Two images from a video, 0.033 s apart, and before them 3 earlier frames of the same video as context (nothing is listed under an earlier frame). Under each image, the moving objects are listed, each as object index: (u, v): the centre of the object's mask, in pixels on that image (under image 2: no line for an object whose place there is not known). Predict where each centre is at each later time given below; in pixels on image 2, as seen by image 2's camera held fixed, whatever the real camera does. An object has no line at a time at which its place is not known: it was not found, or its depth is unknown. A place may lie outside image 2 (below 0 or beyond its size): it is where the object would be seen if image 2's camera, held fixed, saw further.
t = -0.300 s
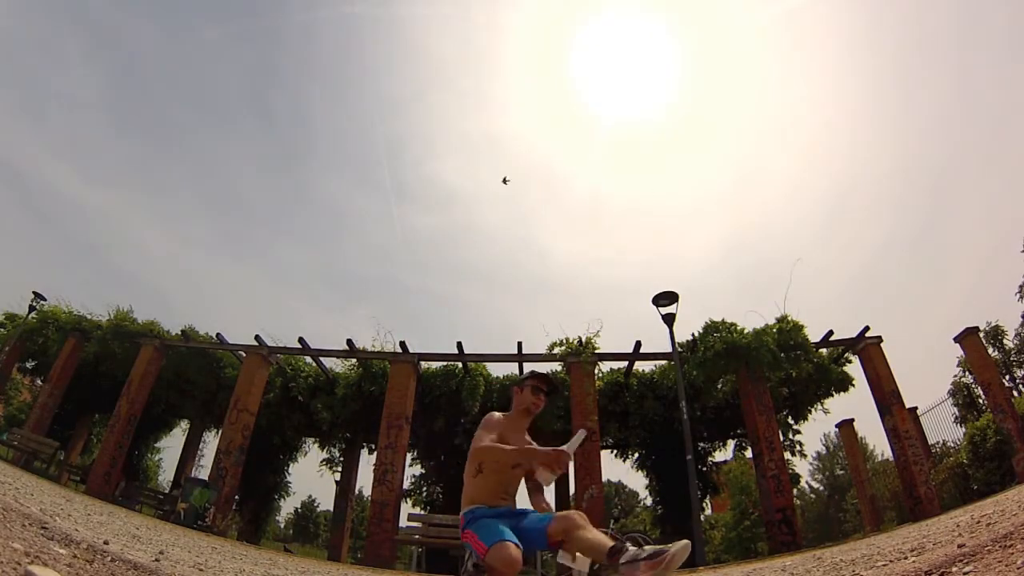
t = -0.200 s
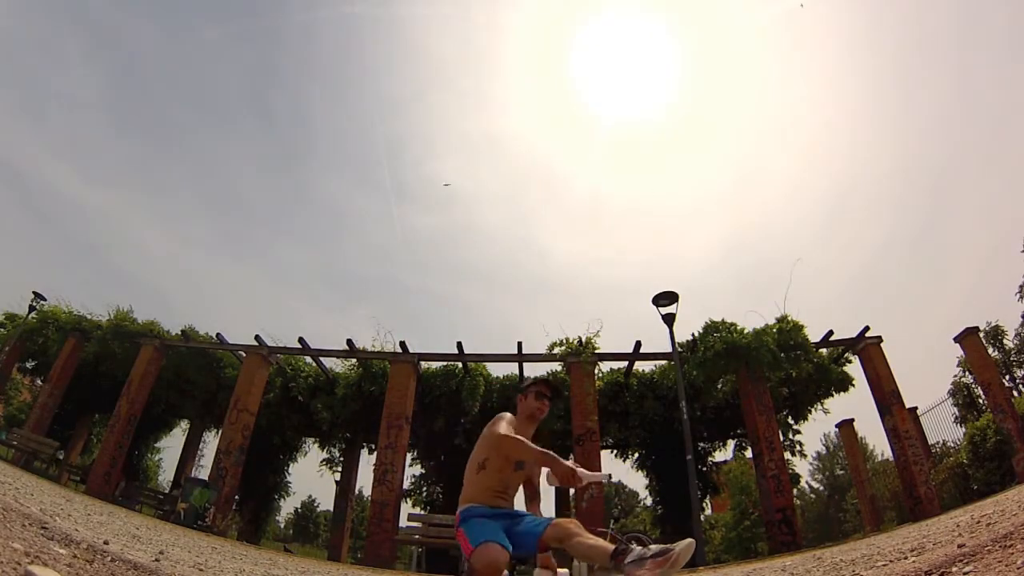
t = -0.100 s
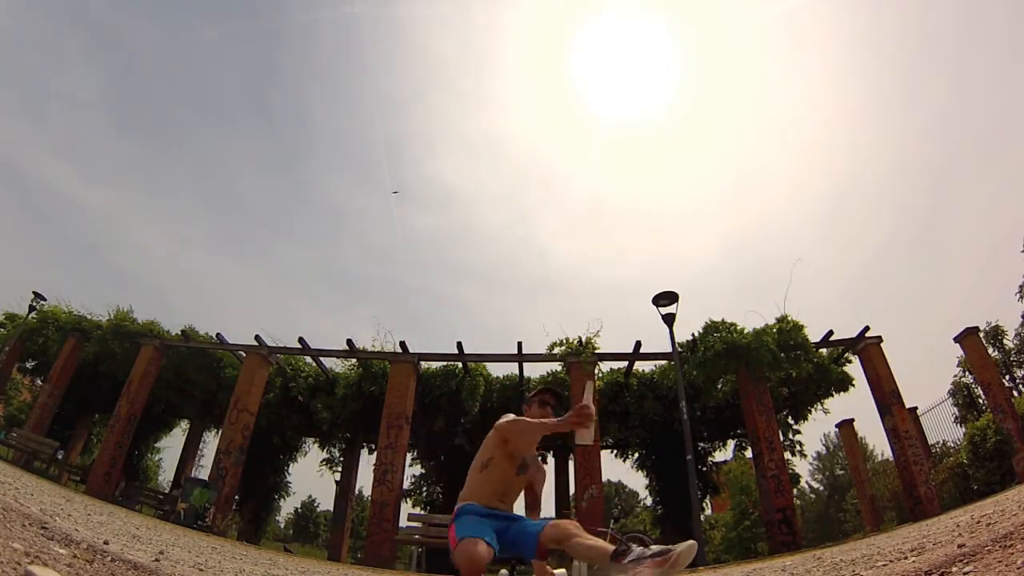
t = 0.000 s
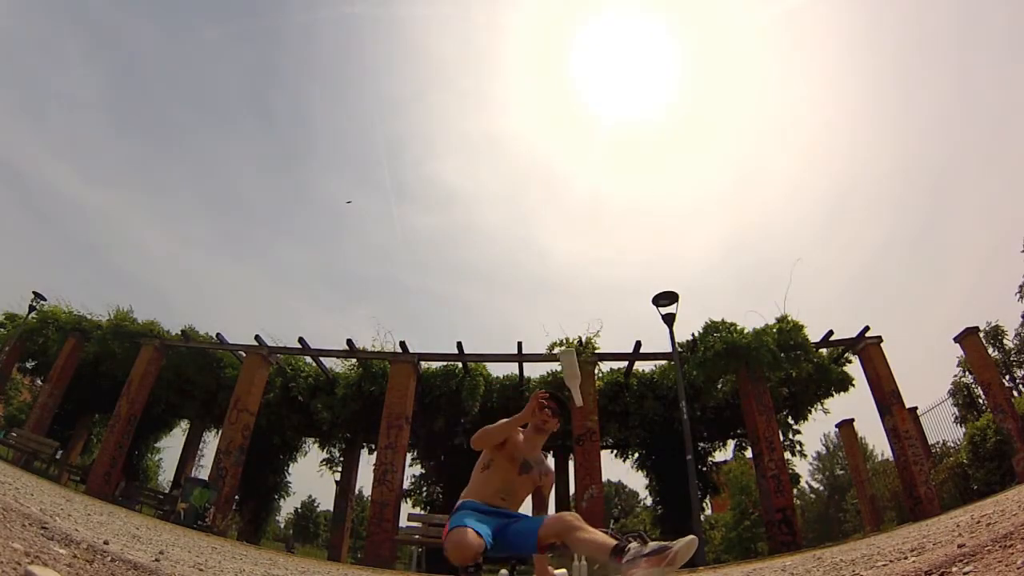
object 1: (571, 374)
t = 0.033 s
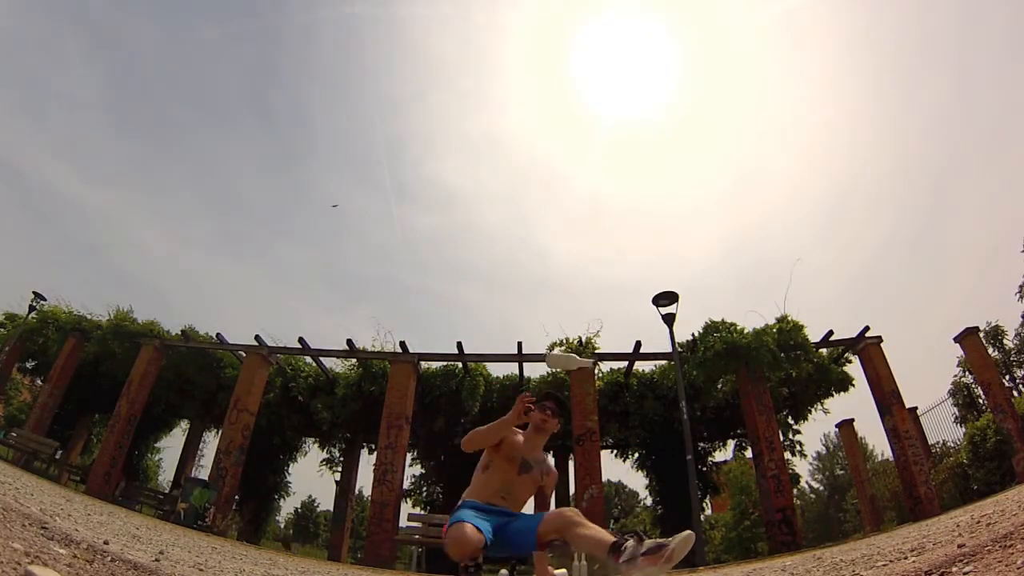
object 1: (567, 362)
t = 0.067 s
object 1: (562, 352)
